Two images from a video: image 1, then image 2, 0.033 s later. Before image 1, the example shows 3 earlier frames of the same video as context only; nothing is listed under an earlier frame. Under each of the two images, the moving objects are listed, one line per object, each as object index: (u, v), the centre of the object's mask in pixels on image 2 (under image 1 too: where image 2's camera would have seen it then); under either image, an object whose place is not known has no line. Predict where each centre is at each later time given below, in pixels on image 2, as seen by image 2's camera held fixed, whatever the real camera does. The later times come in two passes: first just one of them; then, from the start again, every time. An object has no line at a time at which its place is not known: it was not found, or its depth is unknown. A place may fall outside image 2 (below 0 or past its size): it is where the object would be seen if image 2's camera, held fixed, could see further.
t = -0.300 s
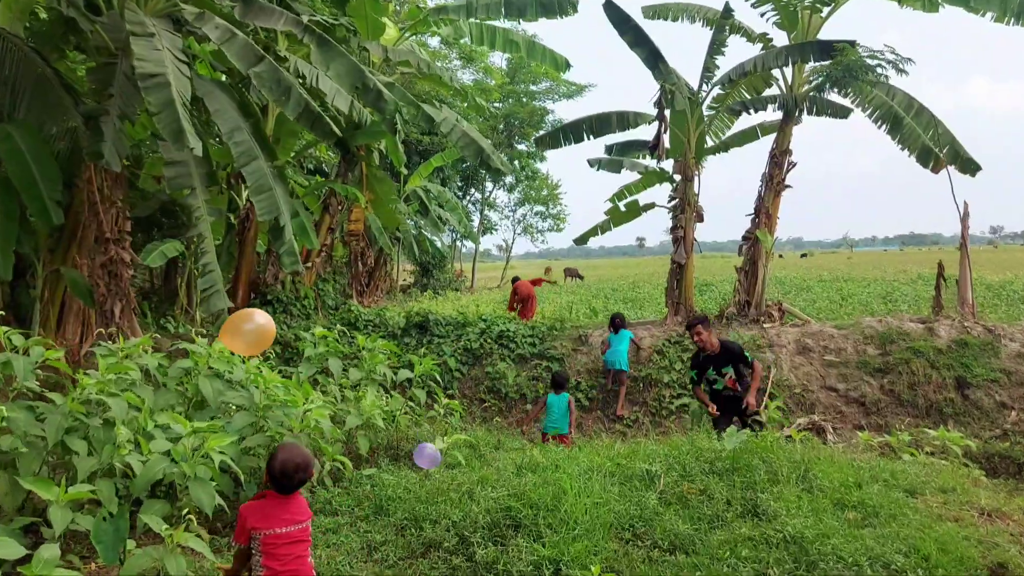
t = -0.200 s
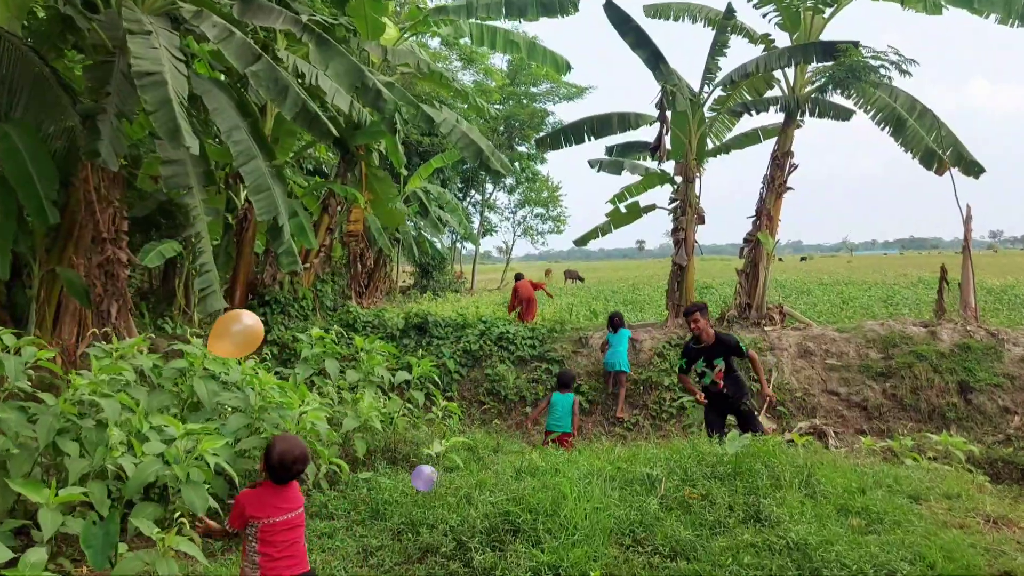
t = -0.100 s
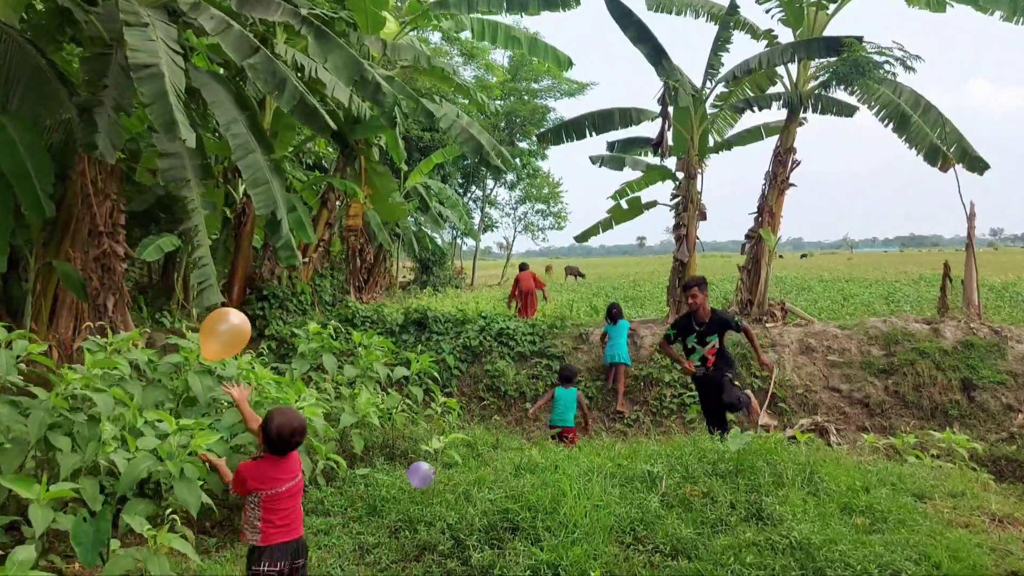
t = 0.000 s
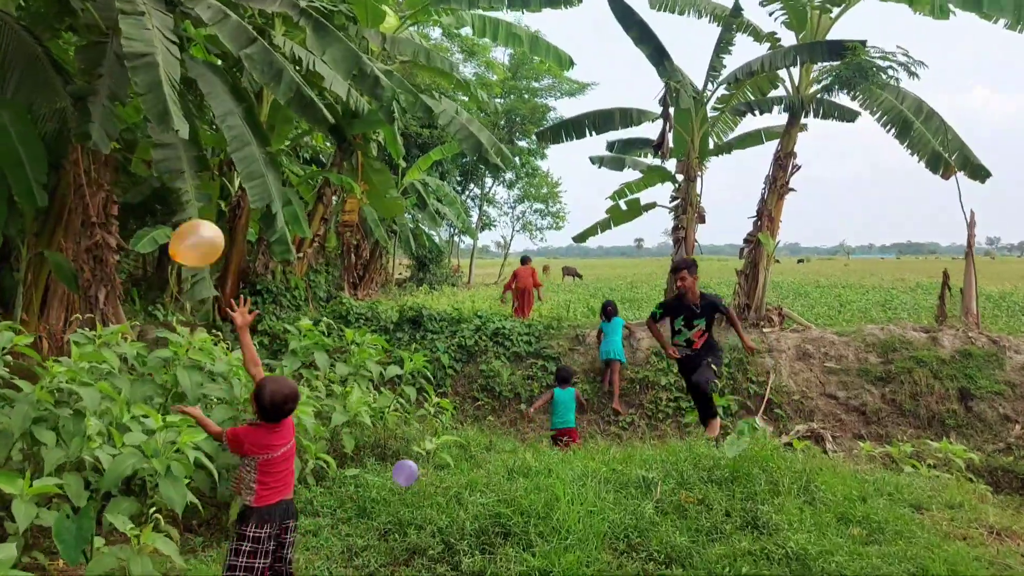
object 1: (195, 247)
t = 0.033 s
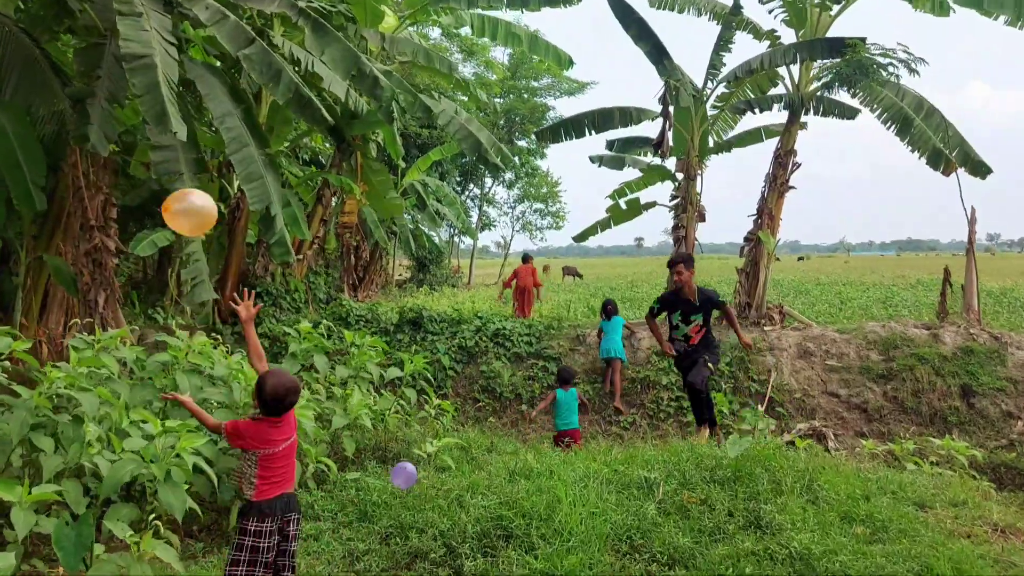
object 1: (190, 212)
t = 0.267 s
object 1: (192, 98)
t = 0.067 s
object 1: (186, 184)
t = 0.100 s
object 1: (184, 161)
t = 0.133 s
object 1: (183, 142)
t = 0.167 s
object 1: (184, 127)
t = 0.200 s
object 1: (187, 115)
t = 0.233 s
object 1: (190, 106)
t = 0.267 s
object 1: (192, 98)
